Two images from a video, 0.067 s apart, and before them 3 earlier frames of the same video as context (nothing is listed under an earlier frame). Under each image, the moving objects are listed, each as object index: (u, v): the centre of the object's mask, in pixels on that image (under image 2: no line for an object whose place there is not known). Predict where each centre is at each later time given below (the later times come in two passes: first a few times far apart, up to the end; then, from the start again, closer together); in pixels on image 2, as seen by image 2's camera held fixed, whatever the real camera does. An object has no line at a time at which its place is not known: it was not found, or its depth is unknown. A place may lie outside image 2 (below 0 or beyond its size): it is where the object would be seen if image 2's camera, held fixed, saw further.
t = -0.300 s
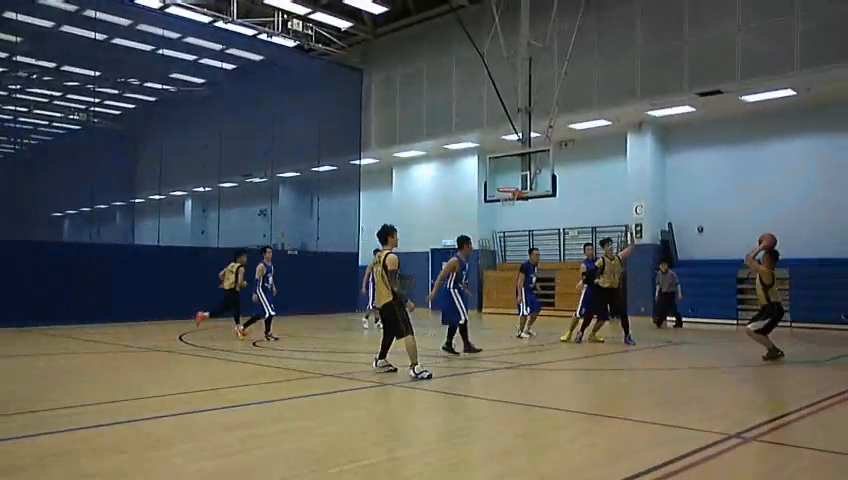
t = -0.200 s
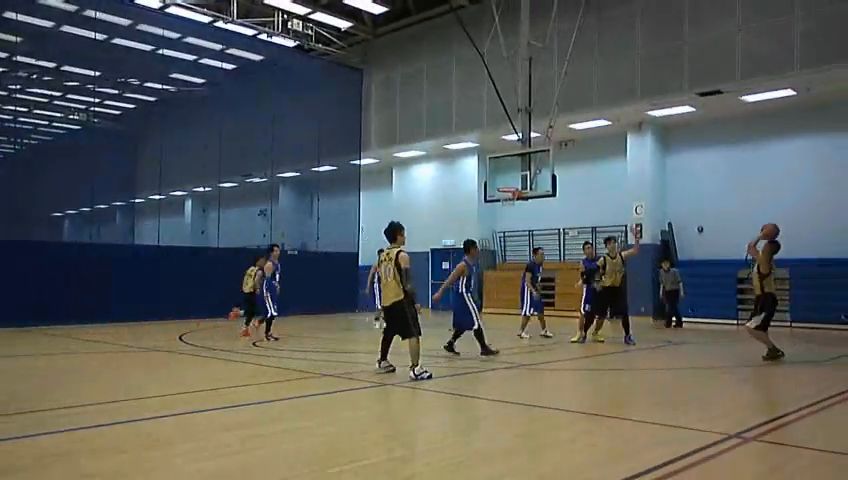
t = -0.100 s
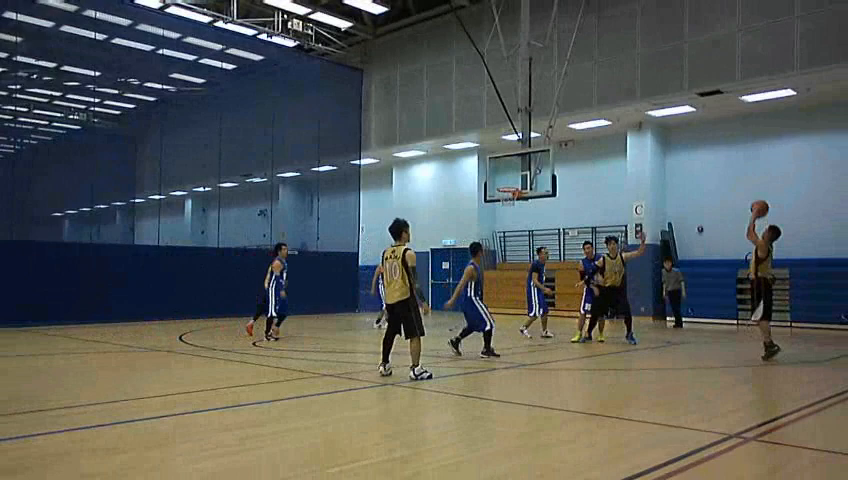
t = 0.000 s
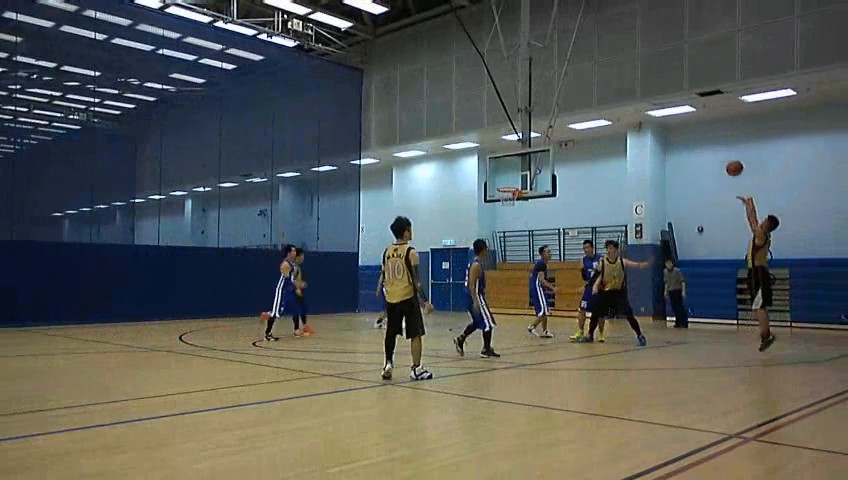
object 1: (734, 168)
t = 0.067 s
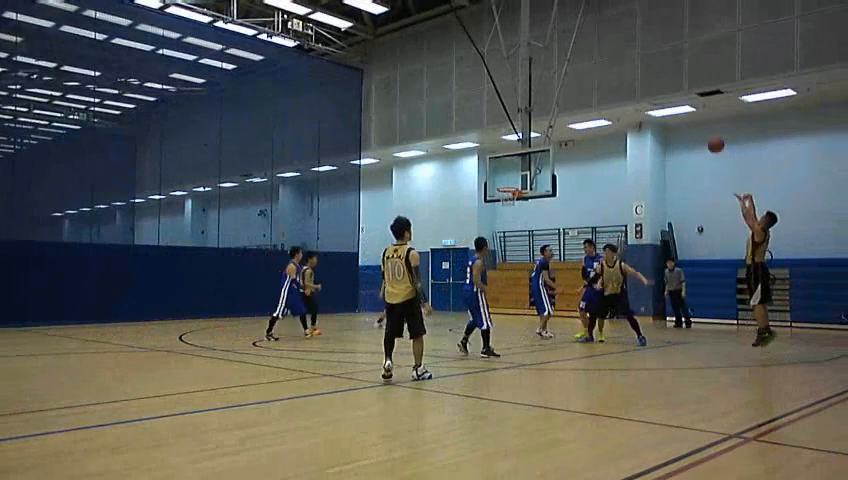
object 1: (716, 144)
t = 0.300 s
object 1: (659, 94)
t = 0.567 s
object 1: (606, 80)
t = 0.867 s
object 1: (559, 109)
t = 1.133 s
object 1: (524, 164)
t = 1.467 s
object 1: (515, 183)
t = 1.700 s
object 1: (521, 184)
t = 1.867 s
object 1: (523, 185)
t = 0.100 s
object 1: (707, 135)
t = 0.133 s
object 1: (698, 125)
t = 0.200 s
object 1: (682, 111)
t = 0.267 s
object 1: (666, 98)
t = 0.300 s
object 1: (659, 94)
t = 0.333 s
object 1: (652, 90)
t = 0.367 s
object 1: (645, 87)
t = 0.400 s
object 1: (638, 85)
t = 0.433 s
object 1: (631, 82)
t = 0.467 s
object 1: (625, 80)
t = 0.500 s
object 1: (618, 80)
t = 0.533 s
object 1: (612, 80)
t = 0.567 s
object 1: (606, 80)
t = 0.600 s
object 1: (601, 82)
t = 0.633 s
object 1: (595, 83)
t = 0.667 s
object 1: (590, 86)
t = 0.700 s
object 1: (584, 88)
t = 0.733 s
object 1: (579, 91)
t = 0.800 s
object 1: (568, 99)
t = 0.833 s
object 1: (564, 104)
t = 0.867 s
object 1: (559, 109)
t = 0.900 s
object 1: (554, 115)
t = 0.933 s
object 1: (549, 122)
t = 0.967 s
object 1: (545, 128)
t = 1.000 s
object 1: (540, 134)
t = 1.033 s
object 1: (536, 142)
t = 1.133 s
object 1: (524, 164)
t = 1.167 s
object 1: (519, 172)
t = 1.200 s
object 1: (515, 182)
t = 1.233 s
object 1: (511, 186)
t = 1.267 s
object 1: (506, 189)
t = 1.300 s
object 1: (504, 188)
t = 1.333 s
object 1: (504, 188)
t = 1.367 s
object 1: (504, 187)
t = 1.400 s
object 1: (508, 185)
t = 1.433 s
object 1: (511, 183)
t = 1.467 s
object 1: (515, 183)
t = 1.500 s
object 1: (515, 182)
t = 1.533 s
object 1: (516, 181)
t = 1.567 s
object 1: (516, 181)
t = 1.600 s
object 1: (517, 181)
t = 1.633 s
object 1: (518, 181)
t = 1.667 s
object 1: (518, 182)
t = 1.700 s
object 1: (521, 184)
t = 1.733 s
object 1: (522, 184)
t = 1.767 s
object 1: (523, 184)
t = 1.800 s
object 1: (524, 184)
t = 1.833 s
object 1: (523, 184)
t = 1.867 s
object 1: (523, 185)
